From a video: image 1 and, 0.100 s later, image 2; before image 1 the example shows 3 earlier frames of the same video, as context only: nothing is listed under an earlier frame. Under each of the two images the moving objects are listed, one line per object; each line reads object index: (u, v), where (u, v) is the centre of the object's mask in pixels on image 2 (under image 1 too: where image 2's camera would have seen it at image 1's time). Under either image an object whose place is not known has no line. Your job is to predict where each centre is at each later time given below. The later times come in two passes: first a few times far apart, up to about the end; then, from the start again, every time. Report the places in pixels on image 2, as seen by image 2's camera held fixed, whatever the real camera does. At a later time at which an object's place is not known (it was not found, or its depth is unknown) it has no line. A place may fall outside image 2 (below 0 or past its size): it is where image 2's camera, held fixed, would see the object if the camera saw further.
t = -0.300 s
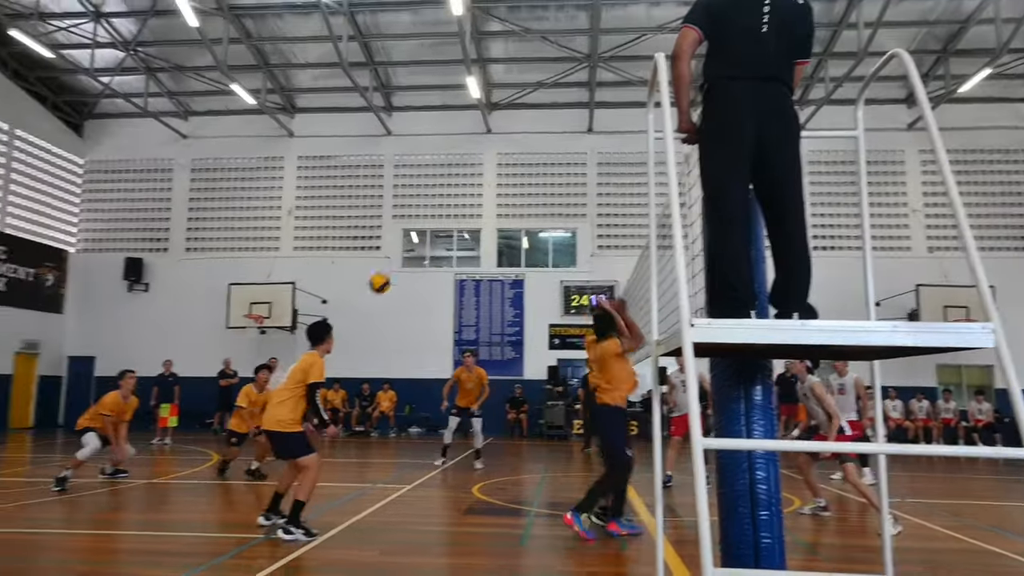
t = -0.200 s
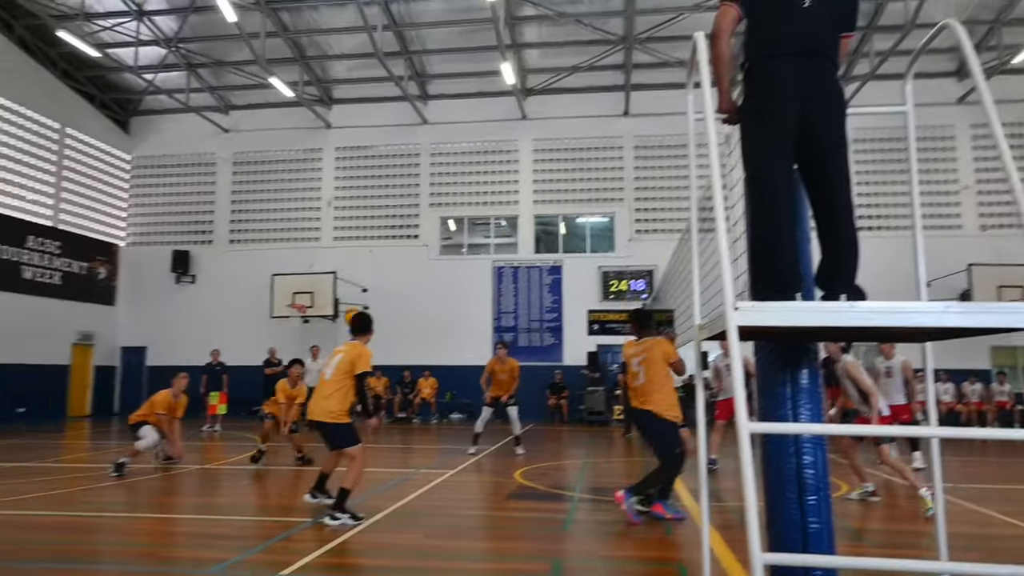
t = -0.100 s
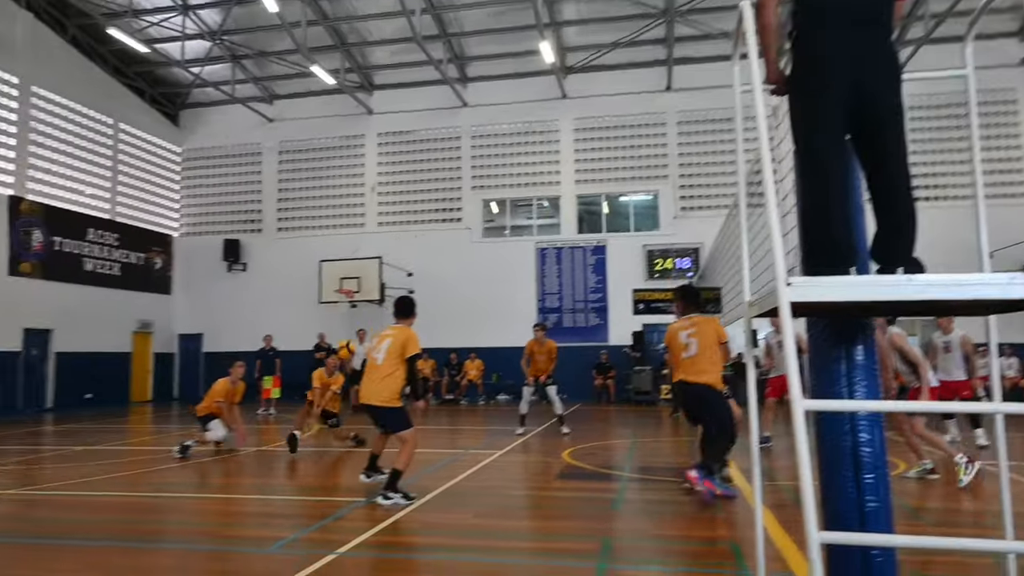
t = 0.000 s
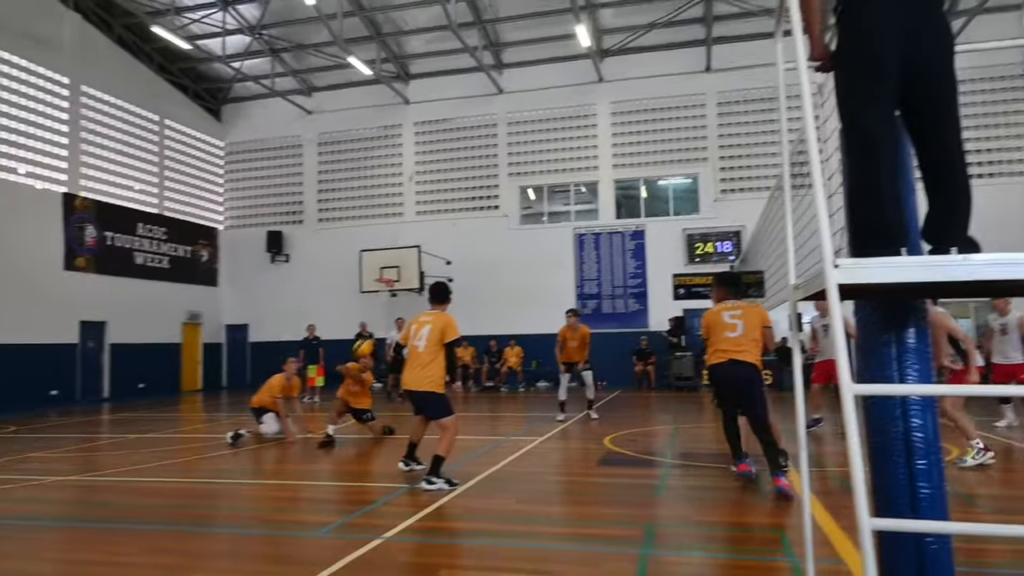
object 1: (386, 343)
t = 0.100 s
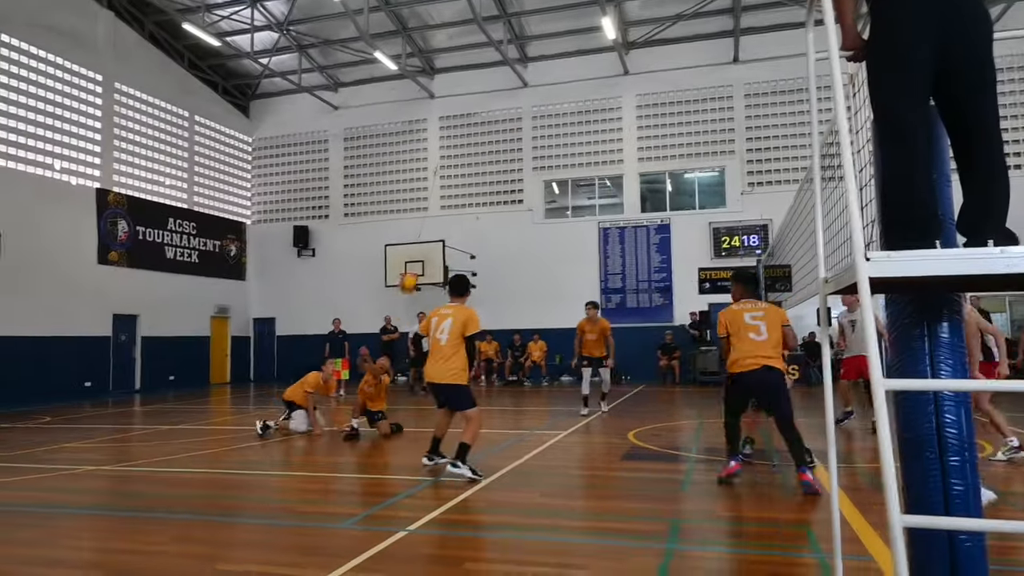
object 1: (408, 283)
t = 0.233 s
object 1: (437, 215)
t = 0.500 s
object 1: (502, 119)
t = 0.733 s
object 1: (564, 84)
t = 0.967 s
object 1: (633, 99)
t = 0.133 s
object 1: (414, 265)
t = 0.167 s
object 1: (422, 248)
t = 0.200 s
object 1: (429, 231)
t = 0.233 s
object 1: (437, 215)
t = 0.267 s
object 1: (445, 200)
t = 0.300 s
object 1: (453, 186)
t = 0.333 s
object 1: (461, 172)
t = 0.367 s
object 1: (468, 160)
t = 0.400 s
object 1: (477, 149)
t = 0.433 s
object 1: (485, 137)
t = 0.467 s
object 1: (493, 128)
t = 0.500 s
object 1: (502, 119)
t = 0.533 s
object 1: (510, 111)
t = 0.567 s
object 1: (519, 104)
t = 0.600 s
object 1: (528, 98)
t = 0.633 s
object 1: (537, 94)
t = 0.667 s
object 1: (546, 89)
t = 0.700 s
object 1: (555, 86)
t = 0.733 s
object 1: (564, 84)
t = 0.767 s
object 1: (574, 82)
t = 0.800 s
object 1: (583, 83)
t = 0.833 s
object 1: (593, 83)
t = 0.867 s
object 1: (603, 86)
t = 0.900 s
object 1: (613, 89)
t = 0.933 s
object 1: (623, 93)
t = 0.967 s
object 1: (633, 99)
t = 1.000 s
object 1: (644, 105)
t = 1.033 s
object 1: (655, 113)
